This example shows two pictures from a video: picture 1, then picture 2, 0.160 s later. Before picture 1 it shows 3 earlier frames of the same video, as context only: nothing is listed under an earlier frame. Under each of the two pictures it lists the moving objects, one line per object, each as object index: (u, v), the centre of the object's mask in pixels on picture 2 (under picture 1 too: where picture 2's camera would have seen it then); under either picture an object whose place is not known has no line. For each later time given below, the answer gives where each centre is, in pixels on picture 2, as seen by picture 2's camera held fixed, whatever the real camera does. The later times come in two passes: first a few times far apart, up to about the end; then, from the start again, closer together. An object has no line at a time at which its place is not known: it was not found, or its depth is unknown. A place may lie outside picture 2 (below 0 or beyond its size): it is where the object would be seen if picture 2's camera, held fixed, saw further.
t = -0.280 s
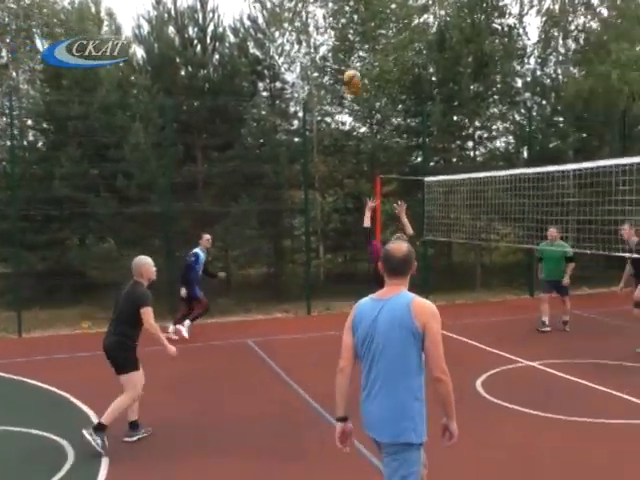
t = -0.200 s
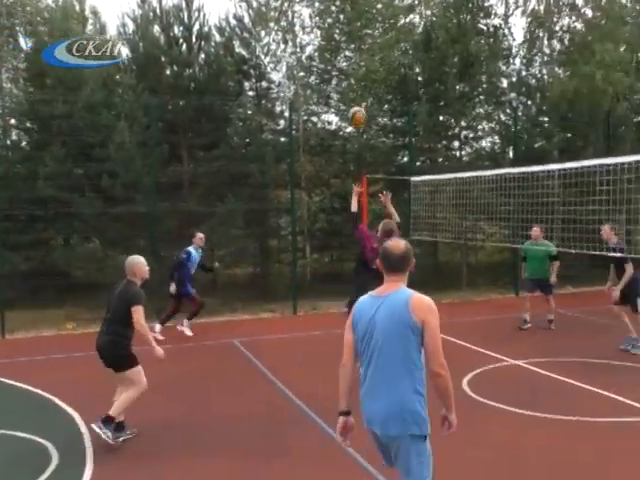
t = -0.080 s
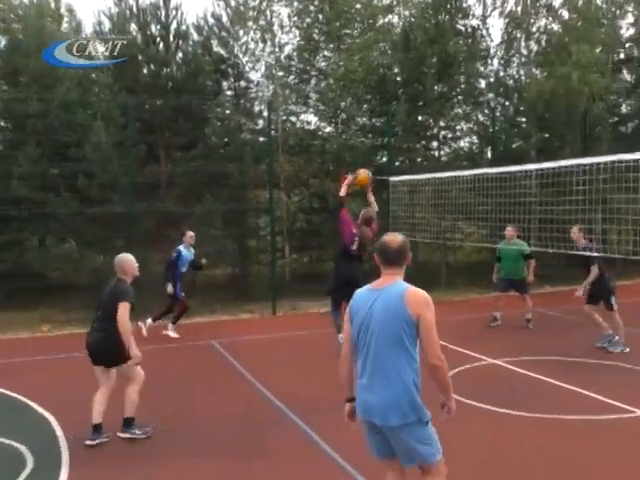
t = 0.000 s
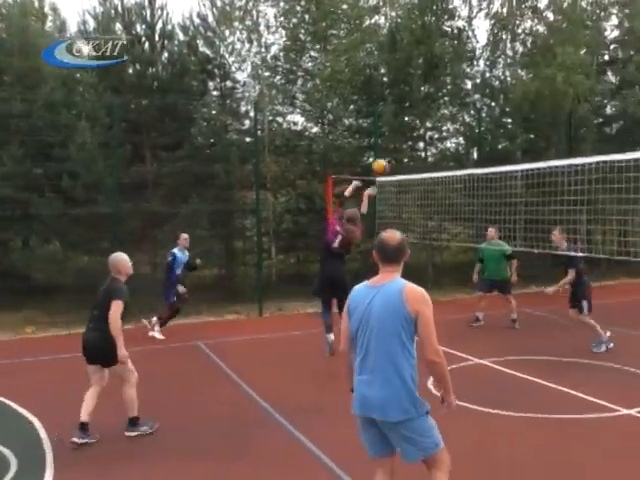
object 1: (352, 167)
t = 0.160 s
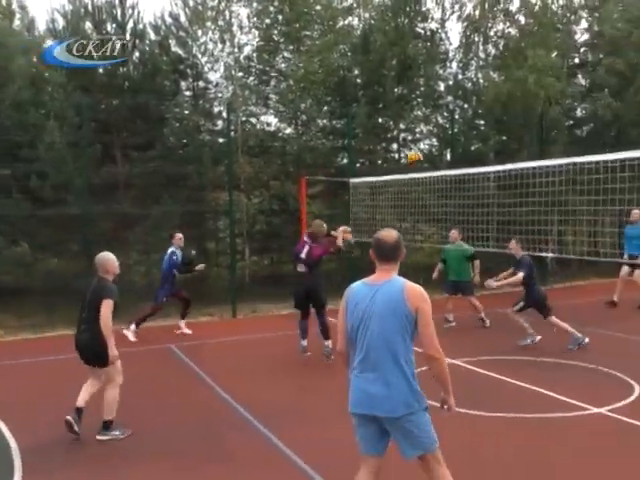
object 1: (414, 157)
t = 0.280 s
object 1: (453, 162)
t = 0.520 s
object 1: (517, 202)
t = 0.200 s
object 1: (428, 158)
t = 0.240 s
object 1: (439, 160)
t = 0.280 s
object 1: (453, 162)
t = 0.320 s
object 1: (464, 165)
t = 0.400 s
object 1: (487, 177)
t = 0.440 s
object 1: (498, 186)
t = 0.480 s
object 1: (508, 193)
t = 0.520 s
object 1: (517, 202)
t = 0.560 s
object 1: (526, 210)
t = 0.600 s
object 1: (535, 220)
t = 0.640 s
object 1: (543, 230)
